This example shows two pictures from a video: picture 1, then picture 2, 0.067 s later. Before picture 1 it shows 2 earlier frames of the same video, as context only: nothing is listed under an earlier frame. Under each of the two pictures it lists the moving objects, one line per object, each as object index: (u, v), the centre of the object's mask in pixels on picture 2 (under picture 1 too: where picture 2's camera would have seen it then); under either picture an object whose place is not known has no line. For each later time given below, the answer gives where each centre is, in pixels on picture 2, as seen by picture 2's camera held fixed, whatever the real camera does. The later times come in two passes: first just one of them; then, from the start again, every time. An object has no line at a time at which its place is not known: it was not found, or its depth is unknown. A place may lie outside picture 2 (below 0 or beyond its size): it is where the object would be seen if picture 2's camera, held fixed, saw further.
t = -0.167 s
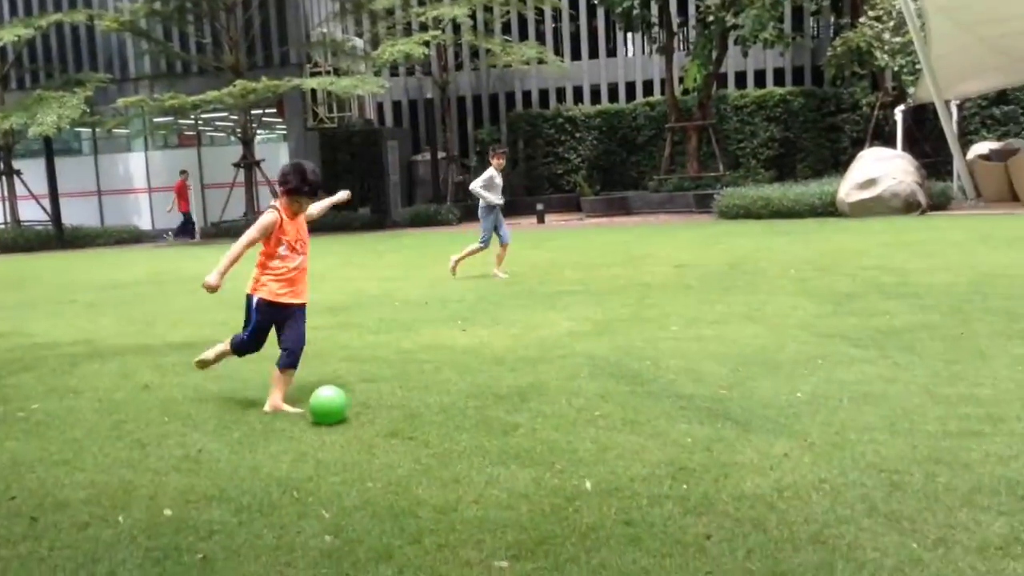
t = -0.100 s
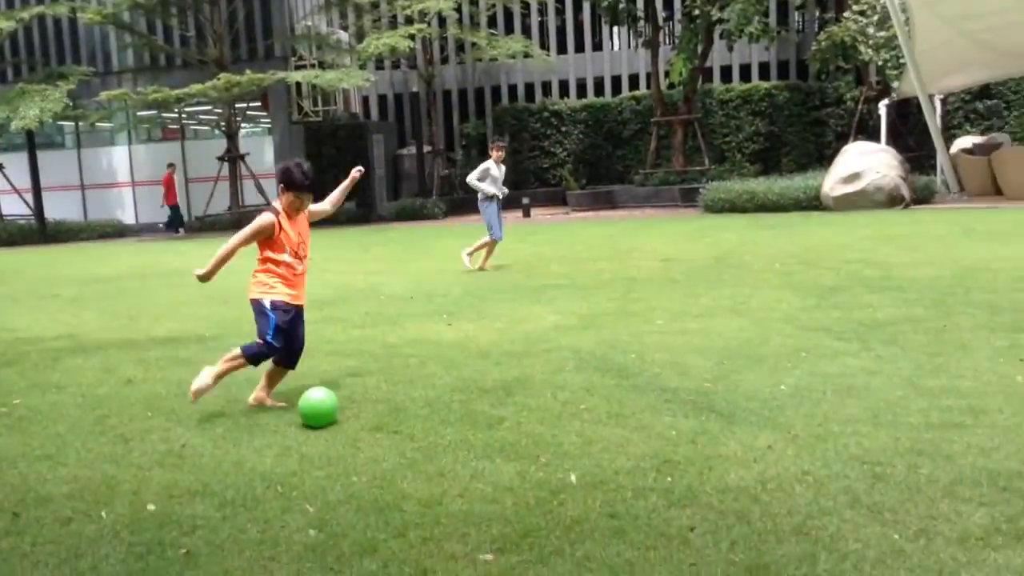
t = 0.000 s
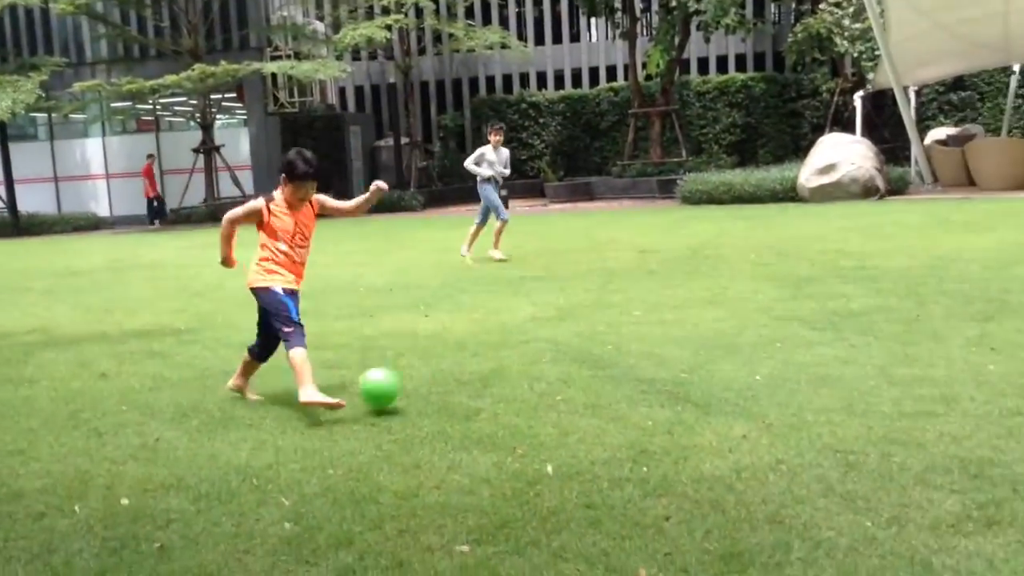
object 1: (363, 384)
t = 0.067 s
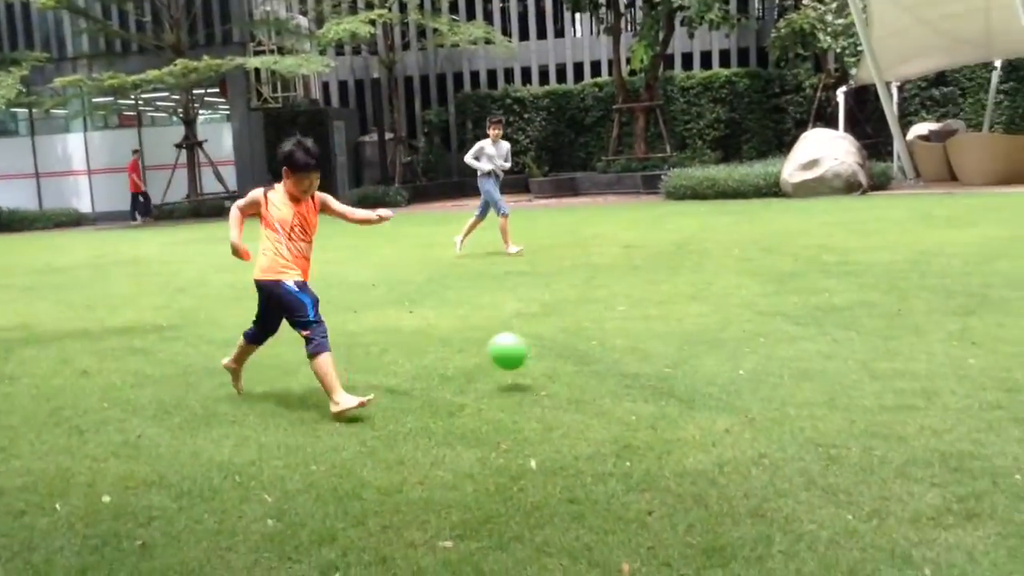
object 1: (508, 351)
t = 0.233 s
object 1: (796, 324)
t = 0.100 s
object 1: (574, 342)
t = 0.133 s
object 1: (636, 336)
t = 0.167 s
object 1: (692, 331)
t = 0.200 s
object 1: (746, 327)
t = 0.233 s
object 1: (796, 324)
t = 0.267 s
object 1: (841, 326)
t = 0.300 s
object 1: (882, 324)
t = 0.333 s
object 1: (914, 313)
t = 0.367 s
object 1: (945, 303)
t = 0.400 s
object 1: (975, 295)
